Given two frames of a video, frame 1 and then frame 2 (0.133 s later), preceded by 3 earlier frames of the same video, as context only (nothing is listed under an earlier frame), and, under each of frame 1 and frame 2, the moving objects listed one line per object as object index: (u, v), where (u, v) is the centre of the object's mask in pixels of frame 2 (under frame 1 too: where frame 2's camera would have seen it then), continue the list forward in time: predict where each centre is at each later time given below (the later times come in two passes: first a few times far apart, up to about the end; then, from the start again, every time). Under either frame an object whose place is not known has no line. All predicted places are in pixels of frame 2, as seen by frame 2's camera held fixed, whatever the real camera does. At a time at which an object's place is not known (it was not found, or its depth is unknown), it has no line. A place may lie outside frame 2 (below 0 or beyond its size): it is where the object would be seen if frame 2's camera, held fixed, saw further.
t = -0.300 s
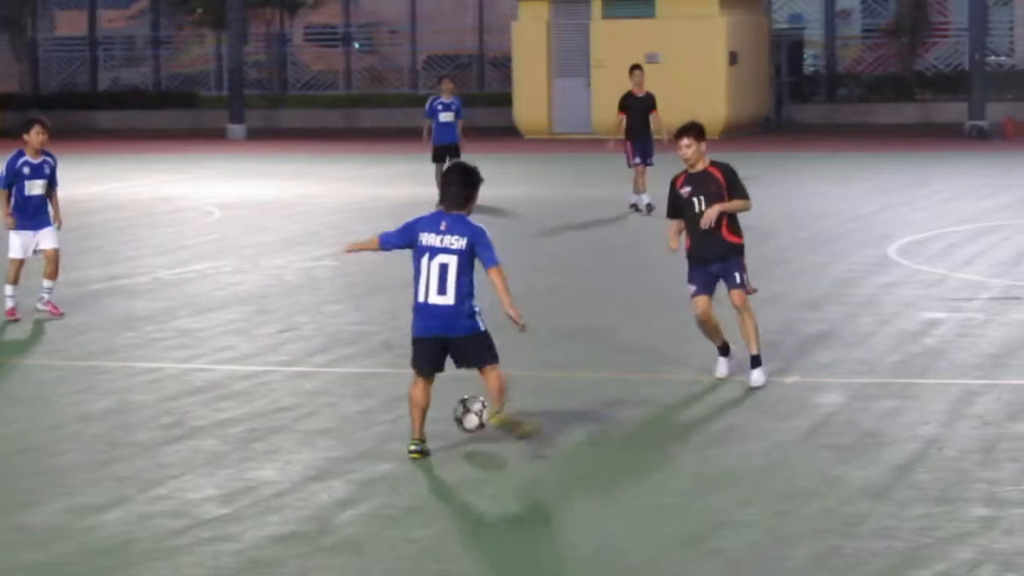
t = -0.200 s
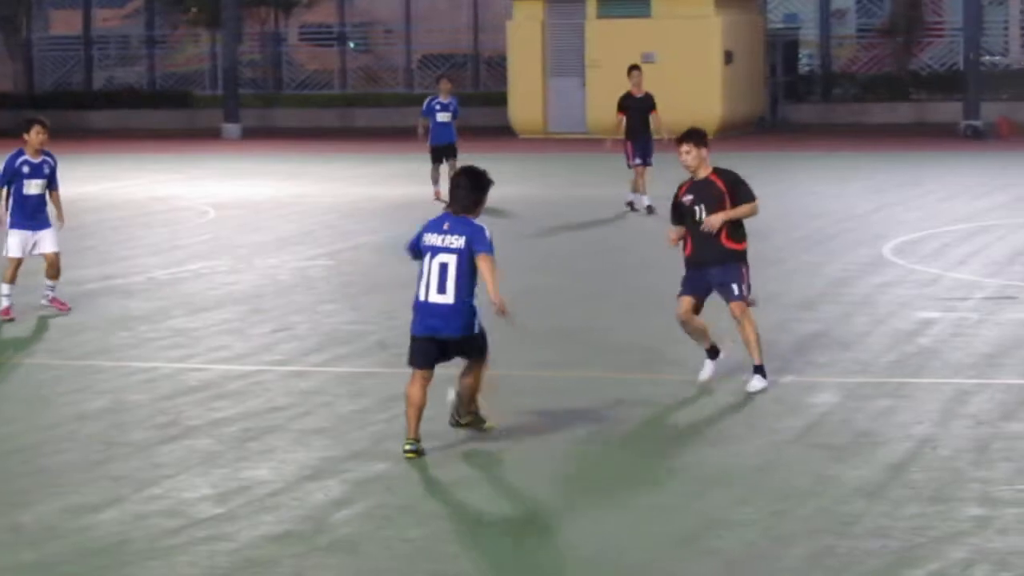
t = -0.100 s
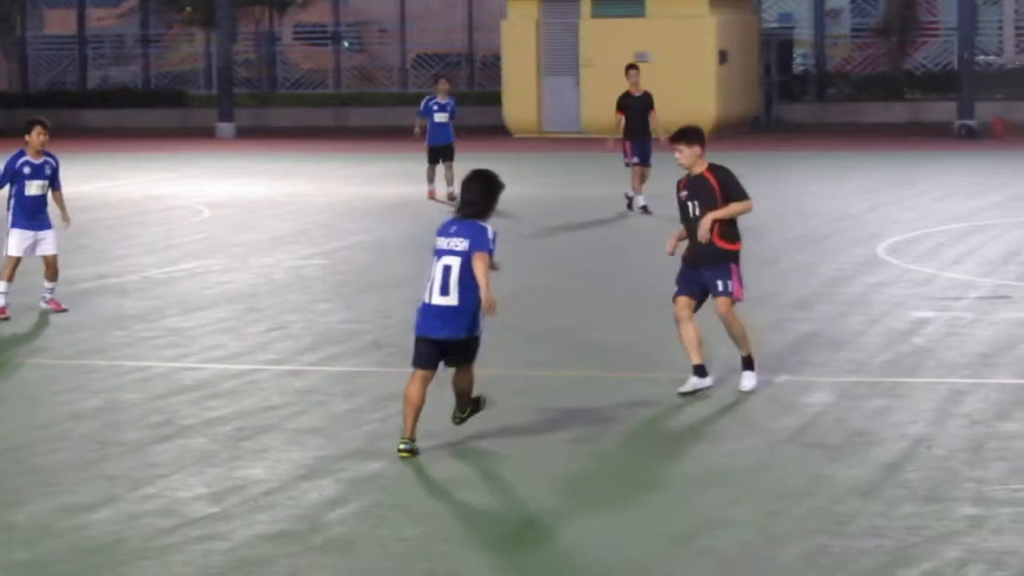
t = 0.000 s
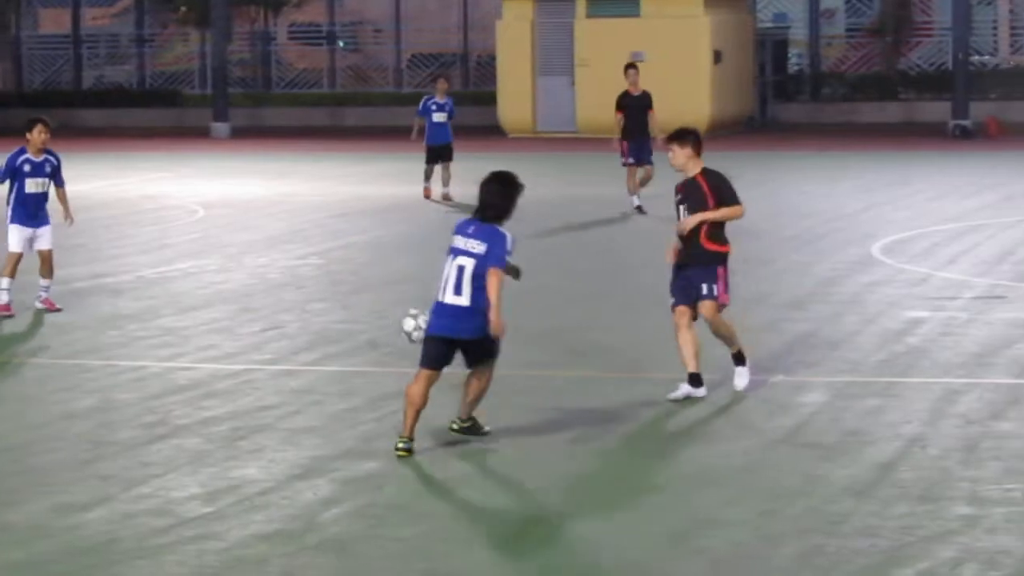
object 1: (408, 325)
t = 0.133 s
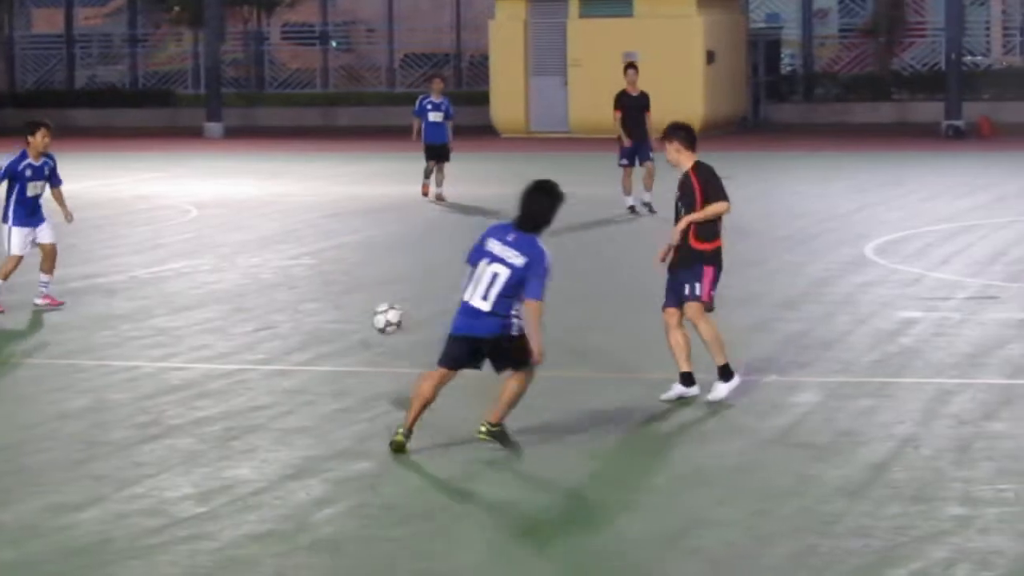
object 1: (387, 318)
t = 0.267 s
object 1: (367, 337)
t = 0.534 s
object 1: (341, 292)
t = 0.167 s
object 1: (382, 320)
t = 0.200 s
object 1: (376, 324)
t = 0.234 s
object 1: (372, 331)
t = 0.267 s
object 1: (367, 337)
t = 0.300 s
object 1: (363, 336)
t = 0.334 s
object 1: (360, 326)
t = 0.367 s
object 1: (356, 315)
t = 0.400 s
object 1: (352, 308)
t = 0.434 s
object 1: (350, 301)
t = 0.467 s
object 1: (347, 297)
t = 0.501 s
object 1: (344, 294)
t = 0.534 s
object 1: (341, 292)
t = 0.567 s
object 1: (337, 292)
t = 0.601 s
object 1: (335, 293)
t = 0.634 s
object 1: (332, 295)
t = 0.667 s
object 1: (329, 300)
